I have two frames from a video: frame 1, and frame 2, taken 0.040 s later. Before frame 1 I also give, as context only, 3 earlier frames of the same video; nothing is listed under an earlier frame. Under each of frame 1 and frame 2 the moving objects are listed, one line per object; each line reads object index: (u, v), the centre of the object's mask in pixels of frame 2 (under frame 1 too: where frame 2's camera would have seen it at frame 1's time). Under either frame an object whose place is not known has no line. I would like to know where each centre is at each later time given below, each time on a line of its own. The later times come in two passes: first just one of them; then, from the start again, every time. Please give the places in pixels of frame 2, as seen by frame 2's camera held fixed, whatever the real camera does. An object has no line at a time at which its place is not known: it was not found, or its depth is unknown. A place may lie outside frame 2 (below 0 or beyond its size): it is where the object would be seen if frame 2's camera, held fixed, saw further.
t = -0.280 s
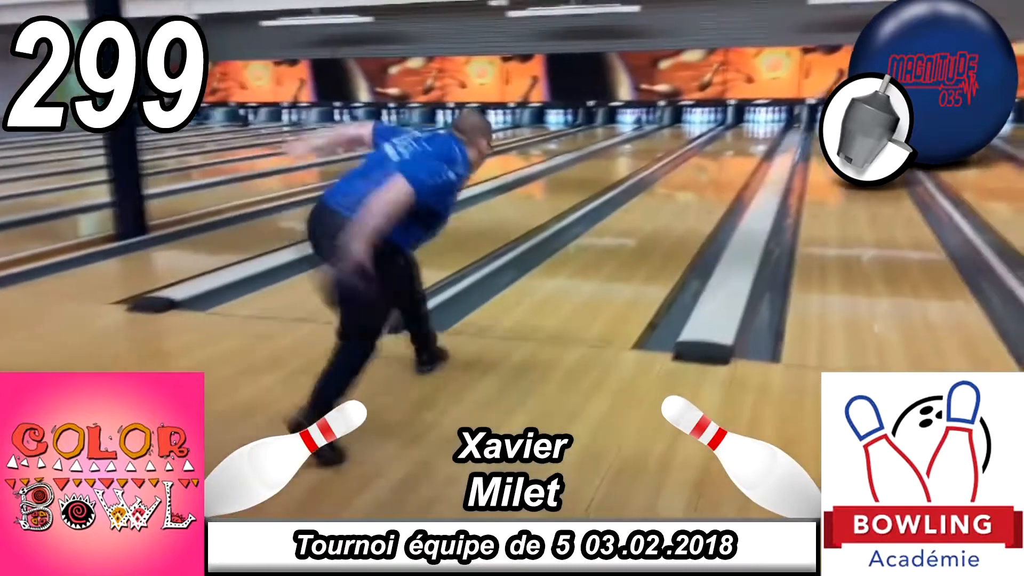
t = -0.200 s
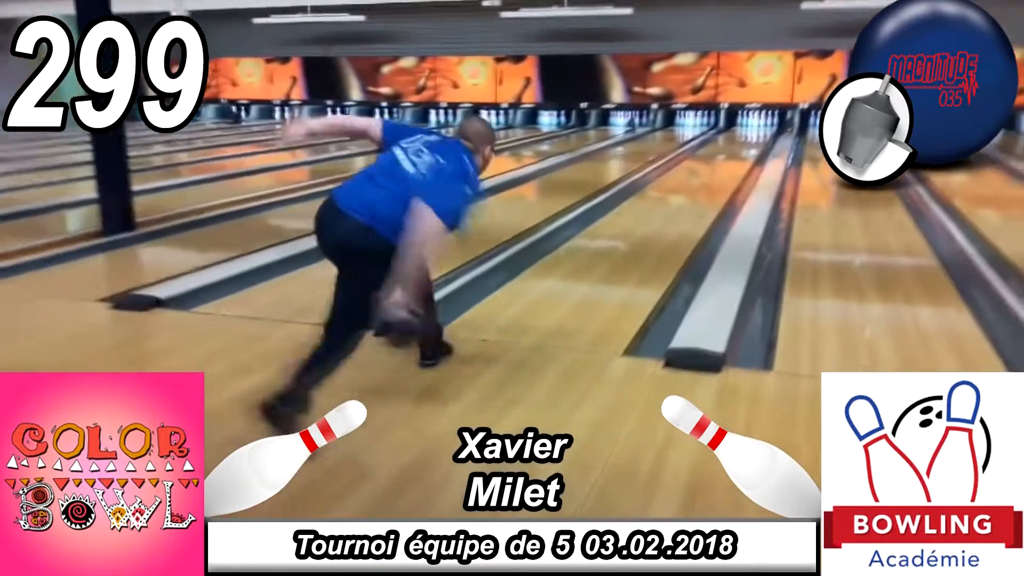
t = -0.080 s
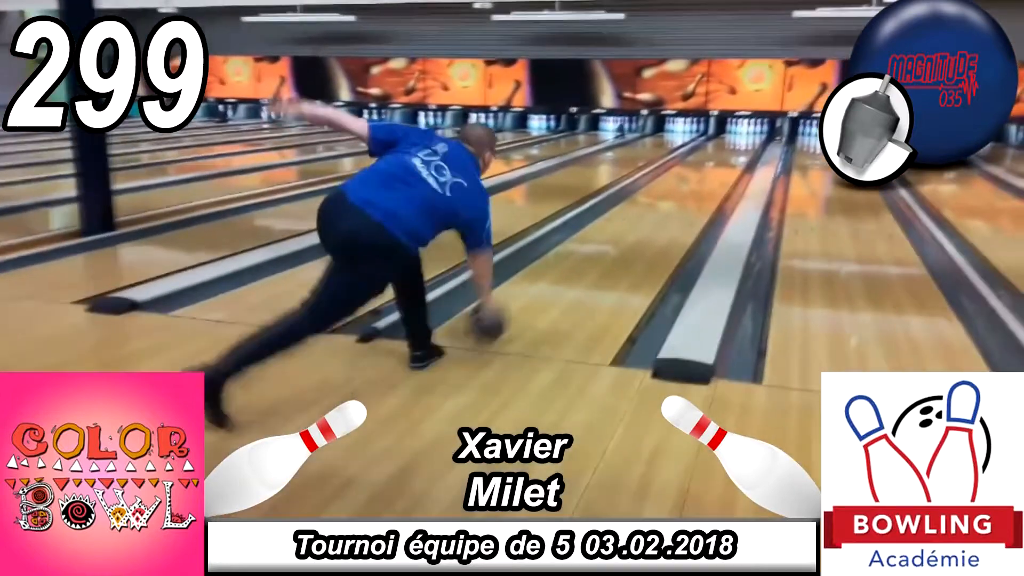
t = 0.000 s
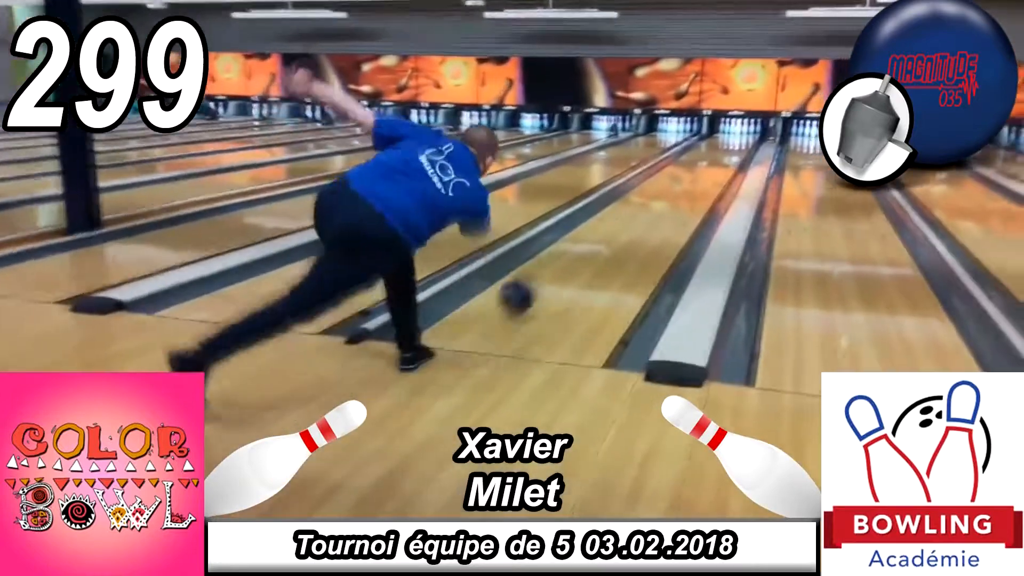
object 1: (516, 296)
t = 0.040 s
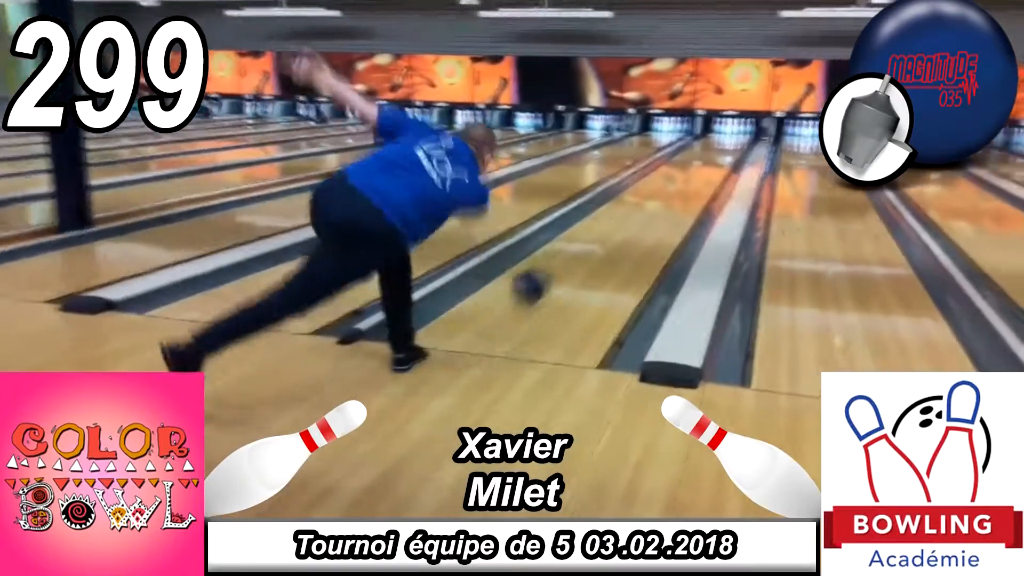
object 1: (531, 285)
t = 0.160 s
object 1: (563, 258)
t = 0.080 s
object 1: (544, 274)
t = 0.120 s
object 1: (554, 265)
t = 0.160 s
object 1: (563, 258)
